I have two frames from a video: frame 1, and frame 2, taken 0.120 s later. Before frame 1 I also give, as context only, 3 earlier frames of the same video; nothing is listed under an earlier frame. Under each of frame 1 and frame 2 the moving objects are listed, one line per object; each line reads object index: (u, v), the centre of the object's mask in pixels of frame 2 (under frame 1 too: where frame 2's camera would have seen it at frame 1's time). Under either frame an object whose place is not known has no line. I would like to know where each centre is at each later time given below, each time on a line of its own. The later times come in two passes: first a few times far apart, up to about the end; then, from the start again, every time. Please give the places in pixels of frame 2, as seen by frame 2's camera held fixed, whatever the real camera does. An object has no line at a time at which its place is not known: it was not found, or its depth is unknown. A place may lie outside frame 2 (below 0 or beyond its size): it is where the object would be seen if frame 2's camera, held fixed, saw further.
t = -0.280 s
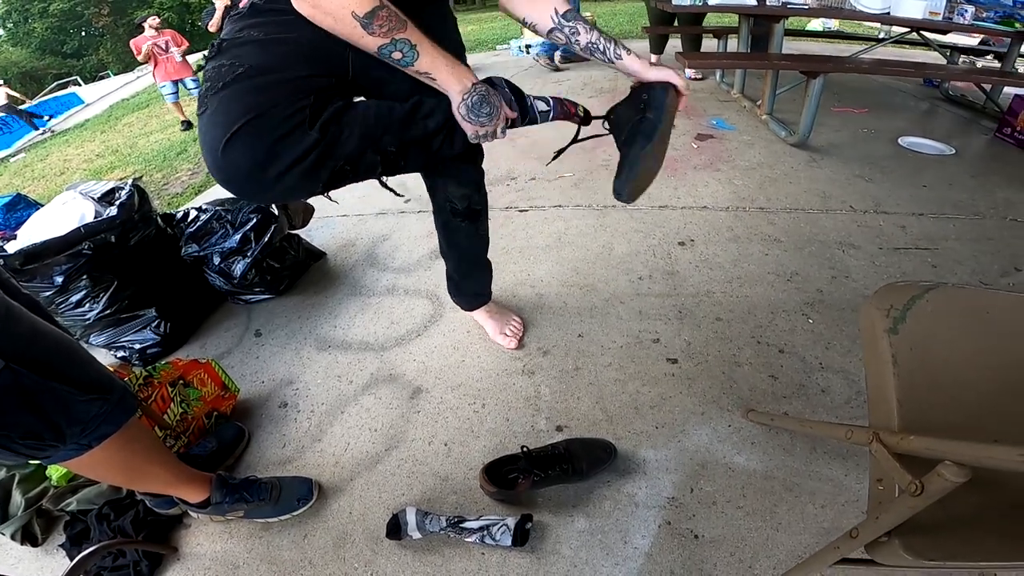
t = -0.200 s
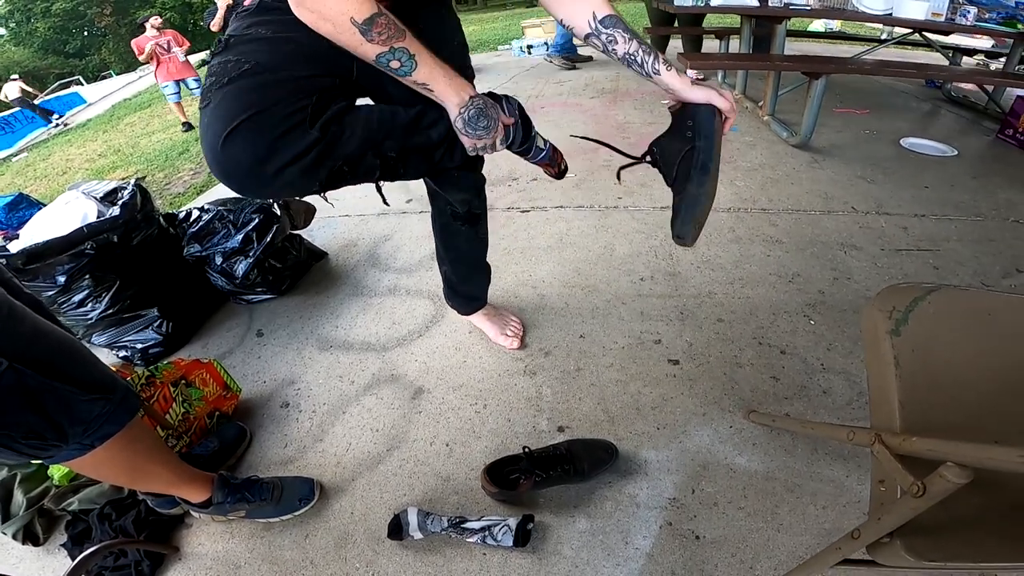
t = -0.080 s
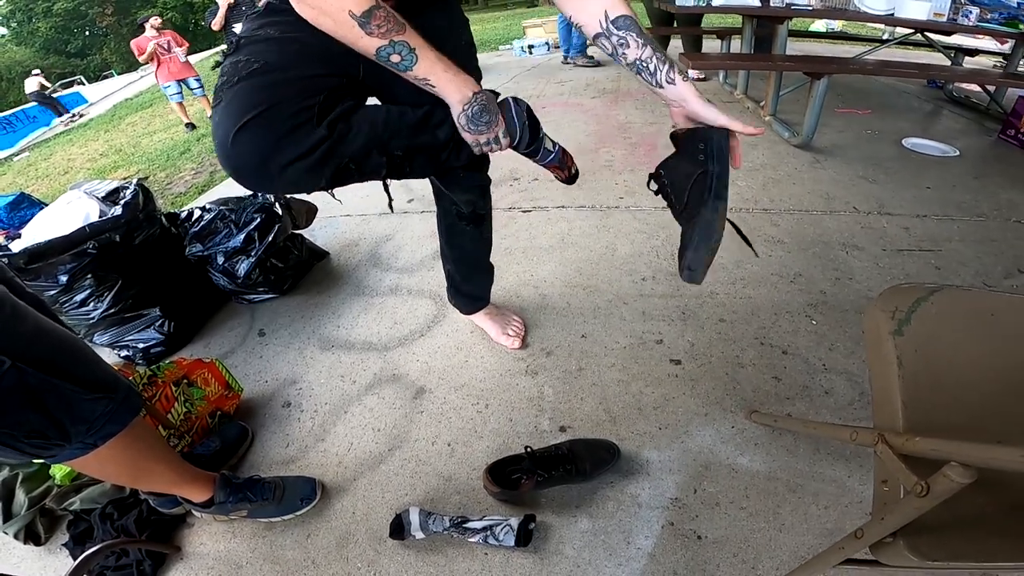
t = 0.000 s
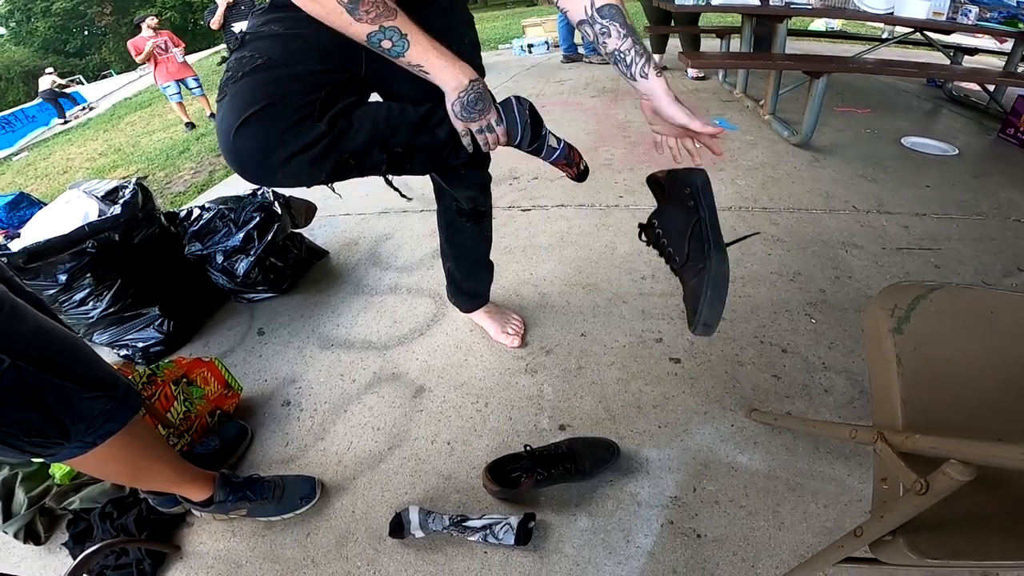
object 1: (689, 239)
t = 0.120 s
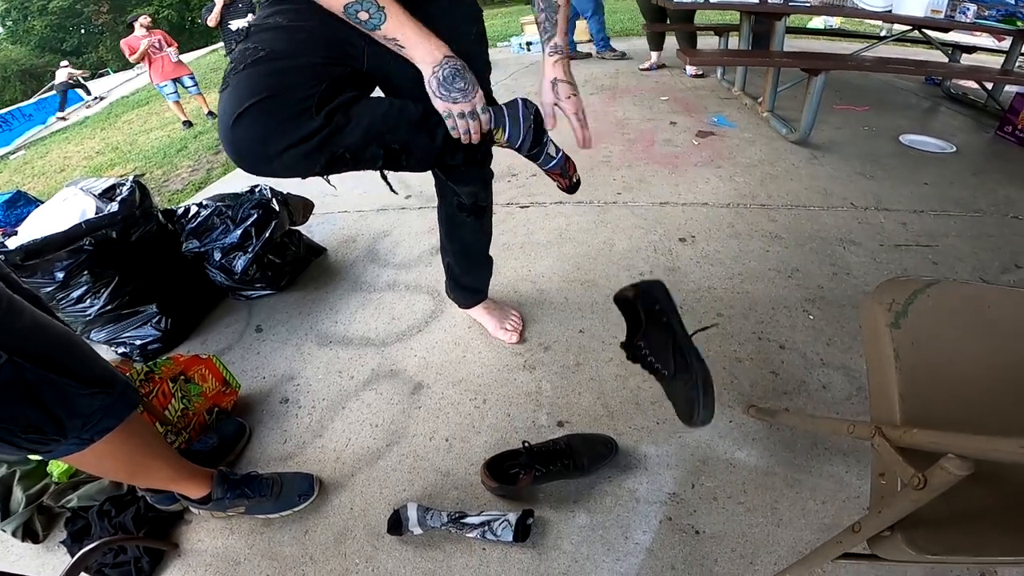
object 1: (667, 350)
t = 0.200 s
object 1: (646, 407)
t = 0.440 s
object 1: (635, 353)
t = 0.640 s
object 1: (653, 332)
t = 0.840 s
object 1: (636, 324)
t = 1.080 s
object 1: (638, 330)
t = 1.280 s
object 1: (639, 334)
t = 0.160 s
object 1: (656, 390)
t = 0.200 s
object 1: (646, 407)
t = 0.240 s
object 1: (635, 397)
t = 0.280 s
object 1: (634, 388)
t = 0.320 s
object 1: (633, 381)
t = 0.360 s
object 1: (631, 372)
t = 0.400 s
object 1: (632, 361)
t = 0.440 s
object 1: (635, 353)
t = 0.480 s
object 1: (639, 349)
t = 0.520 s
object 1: (644, 346)
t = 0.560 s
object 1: (647, 346)
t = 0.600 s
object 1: (650, 336)
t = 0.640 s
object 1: (653, 332)
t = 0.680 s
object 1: (651, 329)
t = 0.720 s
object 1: (647, 327)
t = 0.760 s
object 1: (640, 326)
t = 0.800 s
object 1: (636, 325)
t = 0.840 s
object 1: (636, 324)
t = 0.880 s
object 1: (637, 325)
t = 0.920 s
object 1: (636, 327)
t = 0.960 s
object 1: (635, 326)
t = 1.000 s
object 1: (635, 327)
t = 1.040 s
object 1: (638, 330)
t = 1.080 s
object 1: (638, 330)
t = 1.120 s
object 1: (637, 330)
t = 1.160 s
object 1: (638, 331)
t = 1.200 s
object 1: (638, 332)
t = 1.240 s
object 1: (639, 333)
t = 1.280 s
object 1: (639, 334)
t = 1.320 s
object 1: (639, 334)
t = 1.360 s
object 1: (639, 335)
